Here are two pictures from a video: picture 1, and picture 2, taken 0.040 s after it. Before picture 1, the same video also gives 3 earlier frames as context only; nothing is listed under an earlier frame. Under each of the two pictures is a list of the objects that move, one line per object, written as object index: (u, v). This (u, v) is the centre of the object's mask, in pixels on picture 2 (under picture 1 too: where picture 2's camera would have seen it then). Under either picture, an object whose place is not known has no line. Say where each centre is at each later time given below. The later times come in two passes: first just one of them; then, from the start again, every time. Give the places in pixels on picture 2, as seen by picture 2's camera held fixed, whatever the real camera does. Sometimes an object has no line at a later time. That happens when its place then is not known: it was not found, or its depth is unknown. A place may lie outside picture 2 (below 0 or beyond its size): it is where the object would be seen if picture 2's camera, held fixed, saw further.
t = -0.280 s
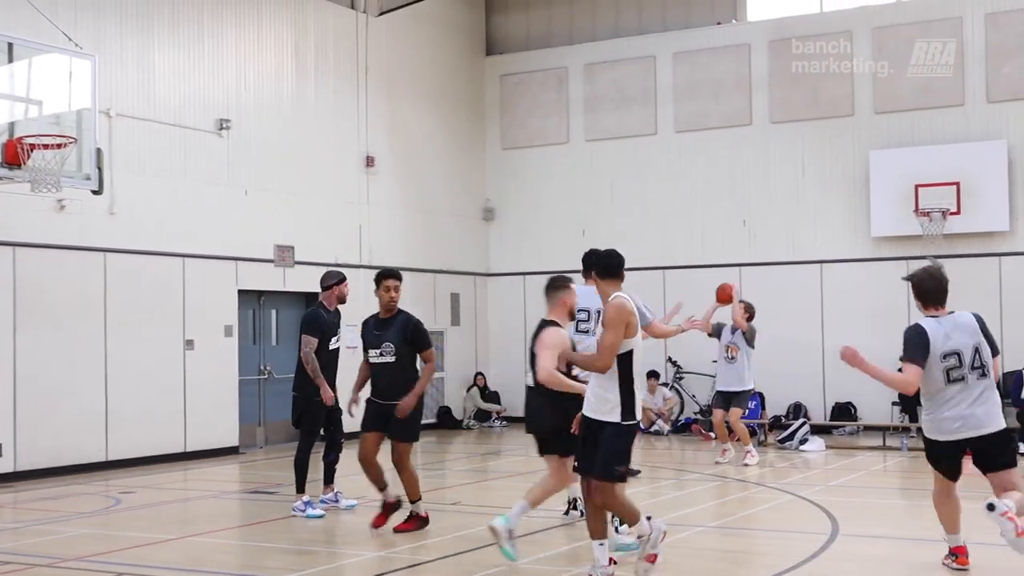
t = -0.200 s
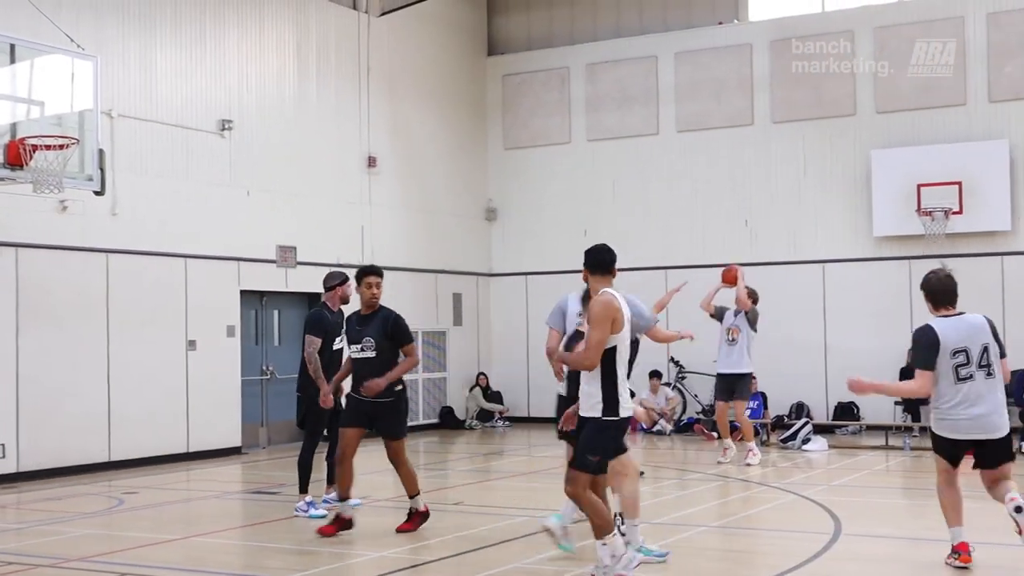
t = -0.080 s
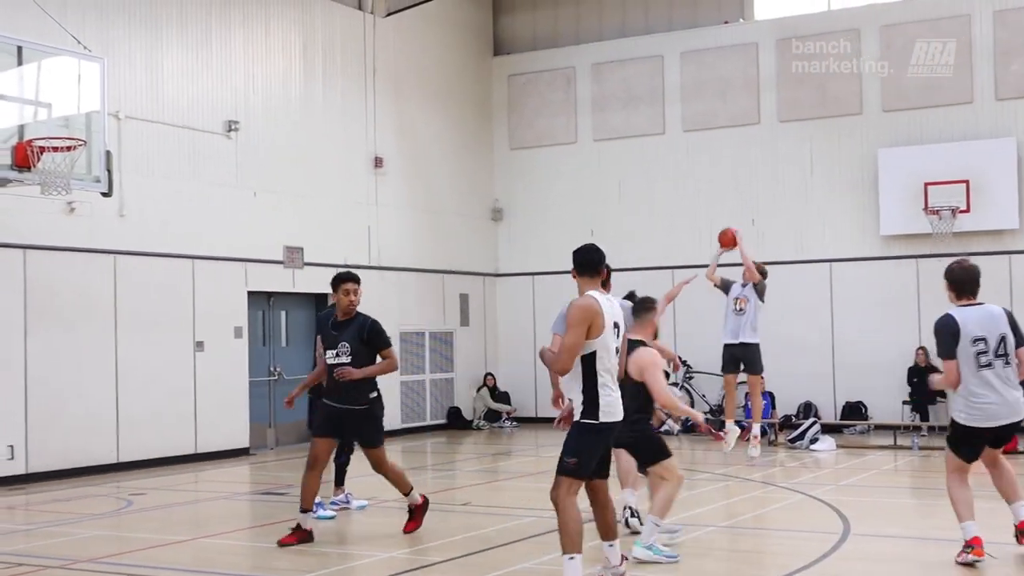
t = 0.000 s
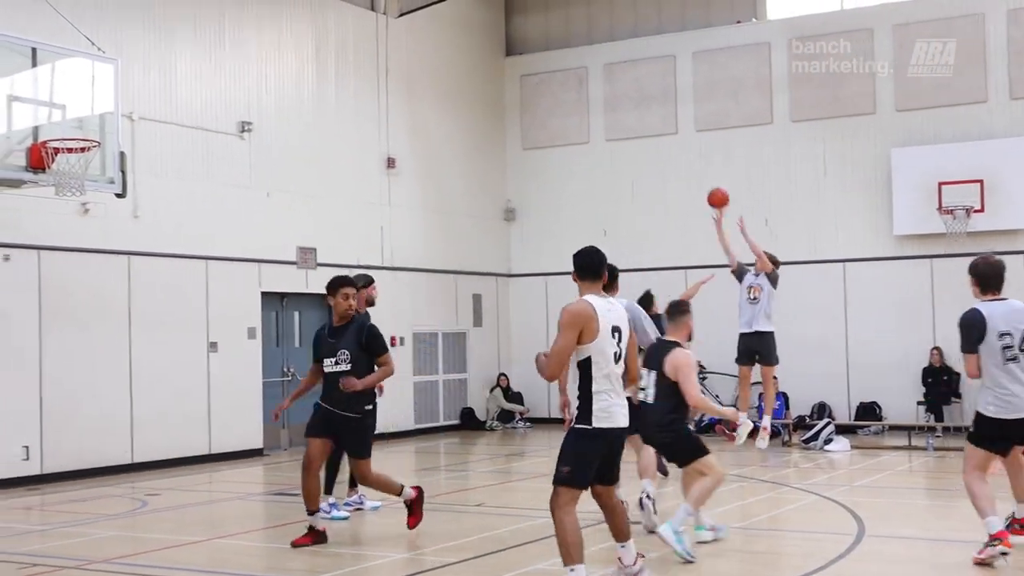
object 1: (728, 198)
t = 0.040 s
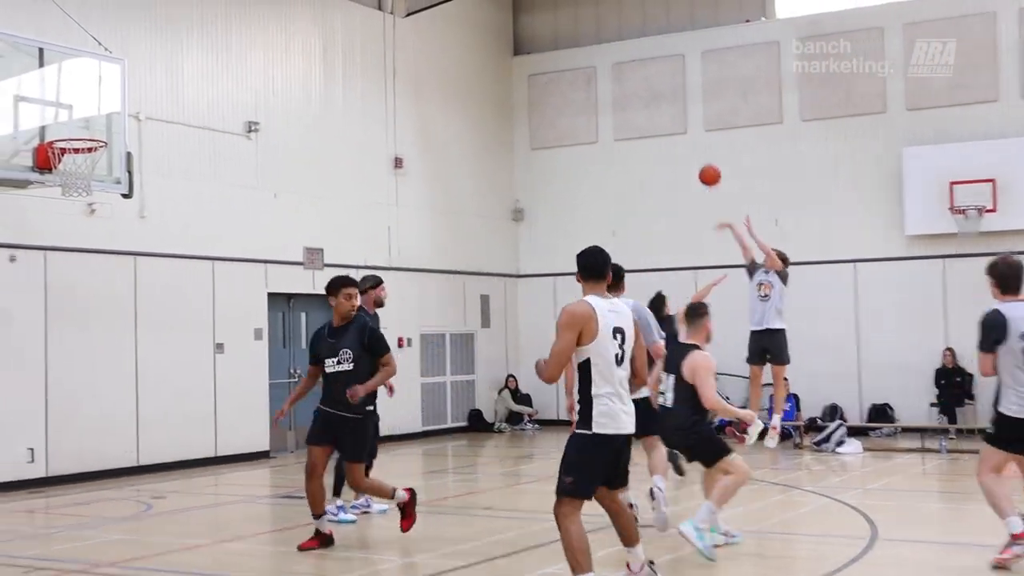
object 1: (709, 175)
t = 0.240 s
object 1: (619, 79)
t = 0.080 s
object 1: (692, 153)
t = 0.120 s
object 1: (673, 132)
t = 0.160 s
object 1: (655, 113)
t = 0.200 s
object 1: (638, 96)
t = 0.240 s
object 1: (619, 79)
